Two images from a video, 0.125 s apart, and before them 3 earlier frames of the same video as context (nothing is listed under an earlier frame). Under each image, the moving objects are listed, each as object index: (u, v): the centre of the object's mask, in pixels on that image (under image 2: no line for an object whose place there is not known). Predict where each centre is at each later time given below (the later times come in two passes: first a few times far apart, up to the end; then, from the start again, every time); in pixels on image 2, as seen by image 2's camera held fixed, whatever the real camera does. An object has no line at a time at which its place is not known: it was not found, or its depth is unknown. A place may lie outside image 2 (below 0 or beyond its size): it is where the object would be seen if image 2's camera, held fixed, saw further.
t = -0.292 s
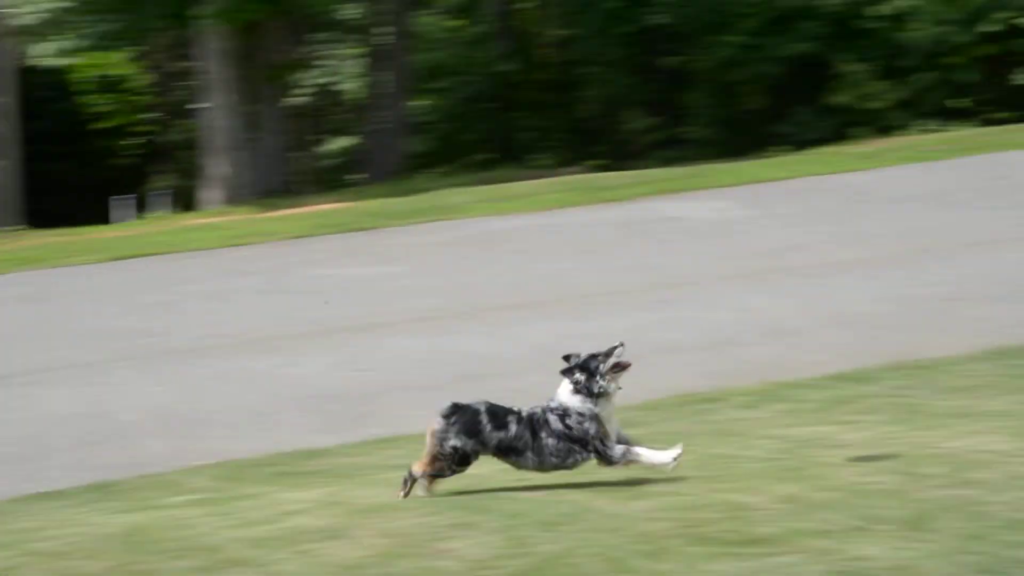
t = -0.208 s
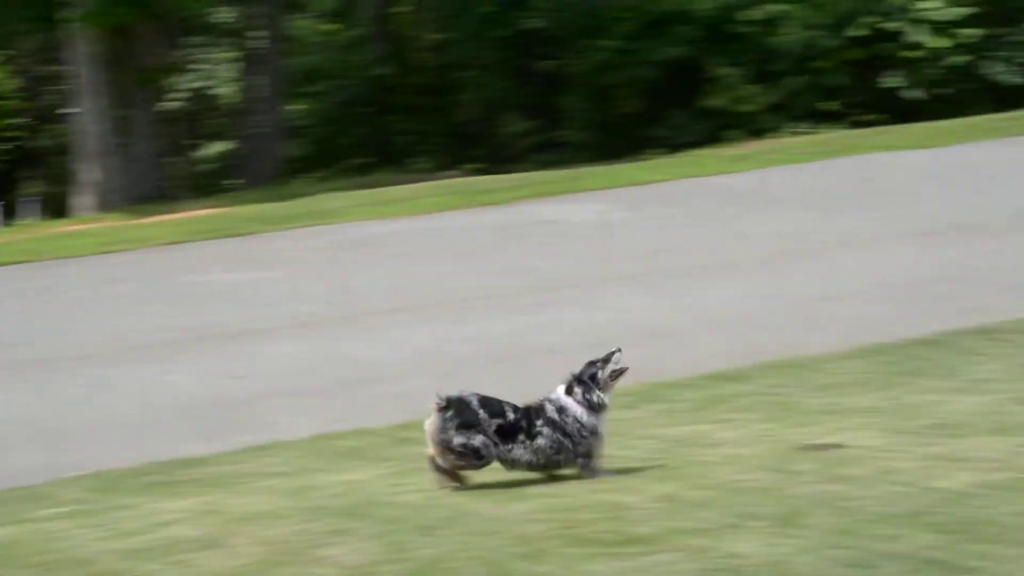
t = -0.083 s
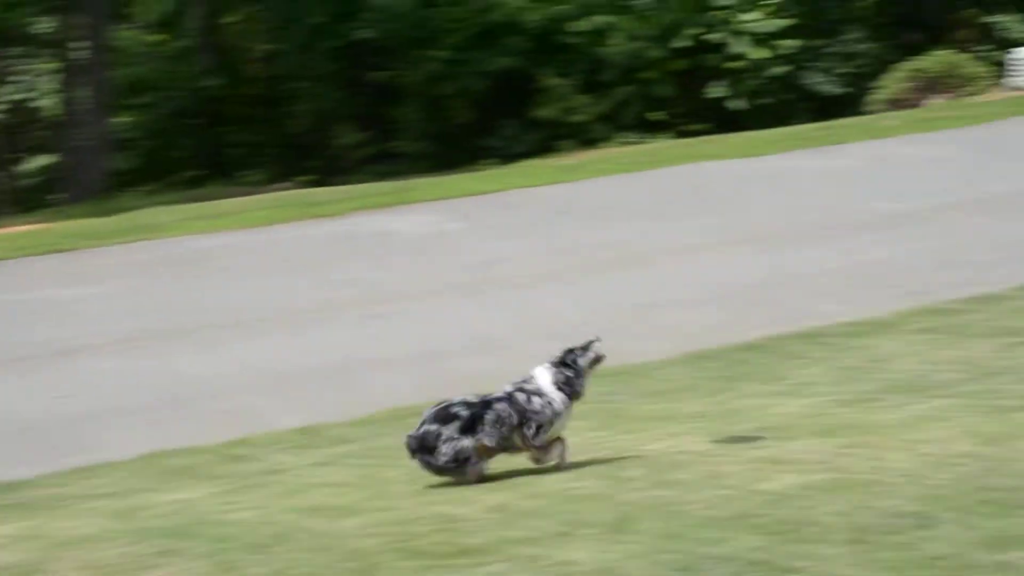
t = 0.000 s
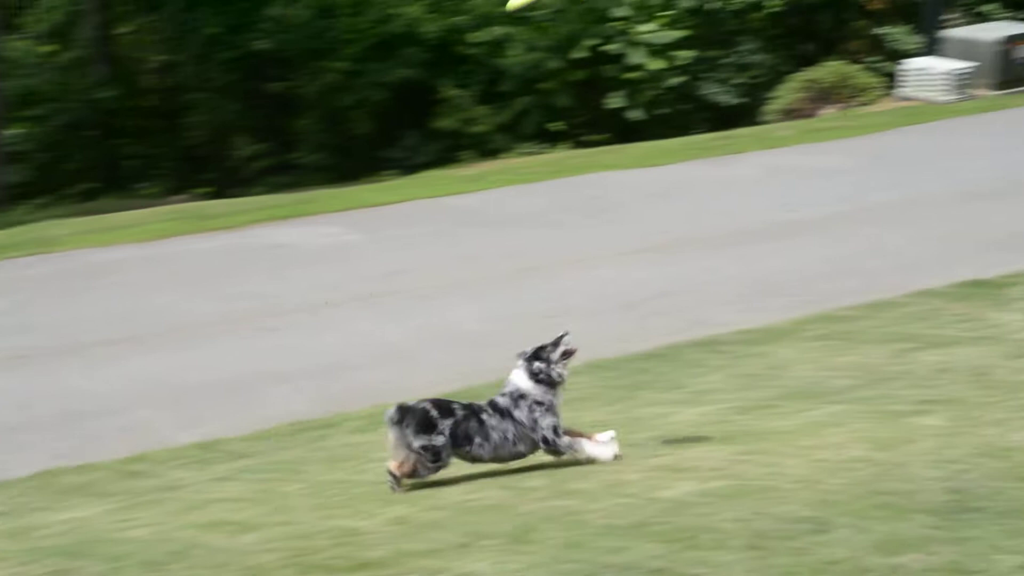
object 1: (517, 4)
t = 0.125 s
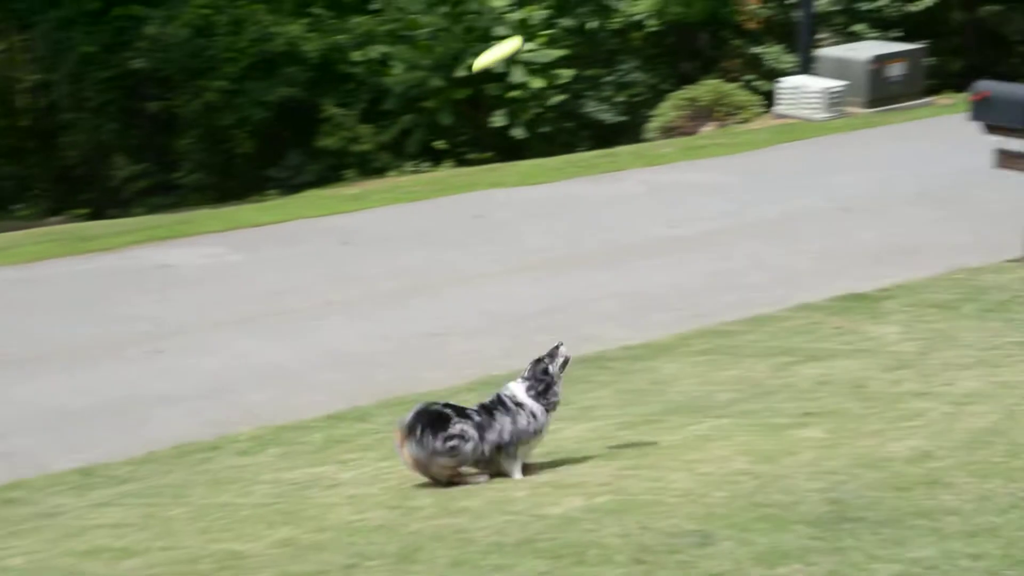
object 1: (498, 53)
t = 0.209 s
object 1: (543, 86)
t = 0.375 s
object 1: (613, 160)
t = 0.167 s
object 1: (521, 70)
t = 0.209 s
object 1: (543, 86)
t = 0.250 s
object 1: (563, 104)
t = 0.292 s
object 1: (582, 123)
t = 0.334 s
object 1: (599, 141)
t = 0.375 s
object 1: (613, 160)
